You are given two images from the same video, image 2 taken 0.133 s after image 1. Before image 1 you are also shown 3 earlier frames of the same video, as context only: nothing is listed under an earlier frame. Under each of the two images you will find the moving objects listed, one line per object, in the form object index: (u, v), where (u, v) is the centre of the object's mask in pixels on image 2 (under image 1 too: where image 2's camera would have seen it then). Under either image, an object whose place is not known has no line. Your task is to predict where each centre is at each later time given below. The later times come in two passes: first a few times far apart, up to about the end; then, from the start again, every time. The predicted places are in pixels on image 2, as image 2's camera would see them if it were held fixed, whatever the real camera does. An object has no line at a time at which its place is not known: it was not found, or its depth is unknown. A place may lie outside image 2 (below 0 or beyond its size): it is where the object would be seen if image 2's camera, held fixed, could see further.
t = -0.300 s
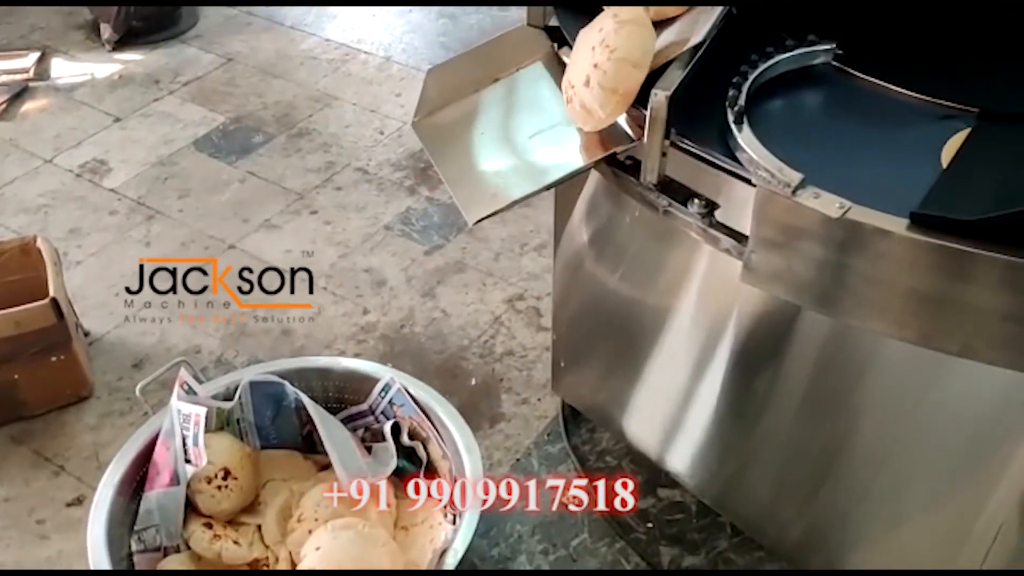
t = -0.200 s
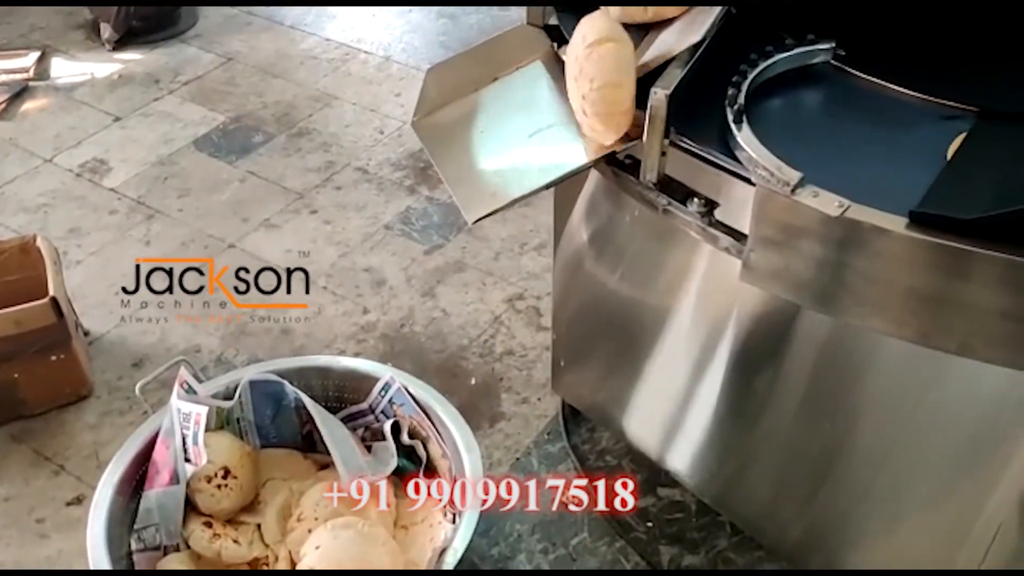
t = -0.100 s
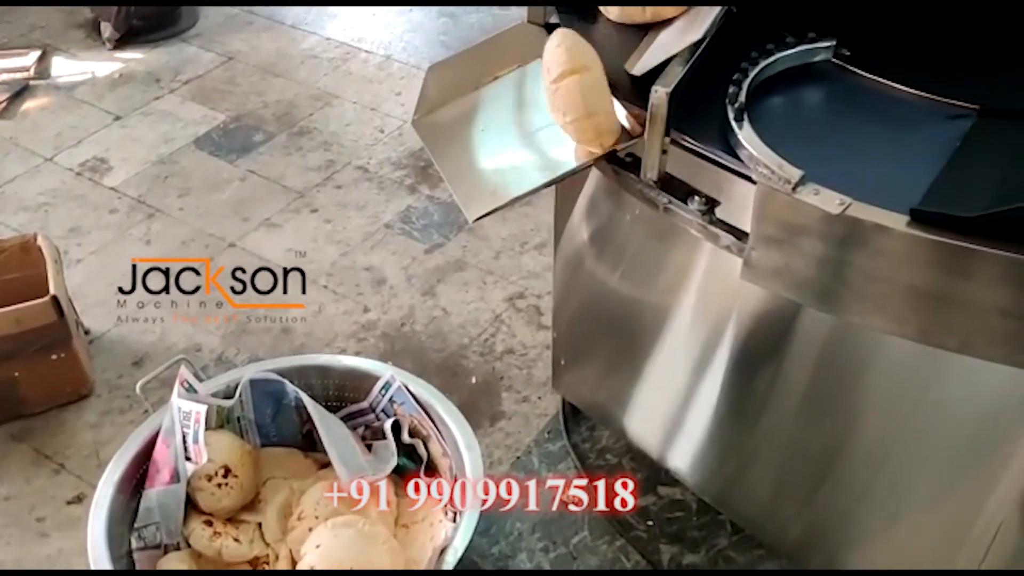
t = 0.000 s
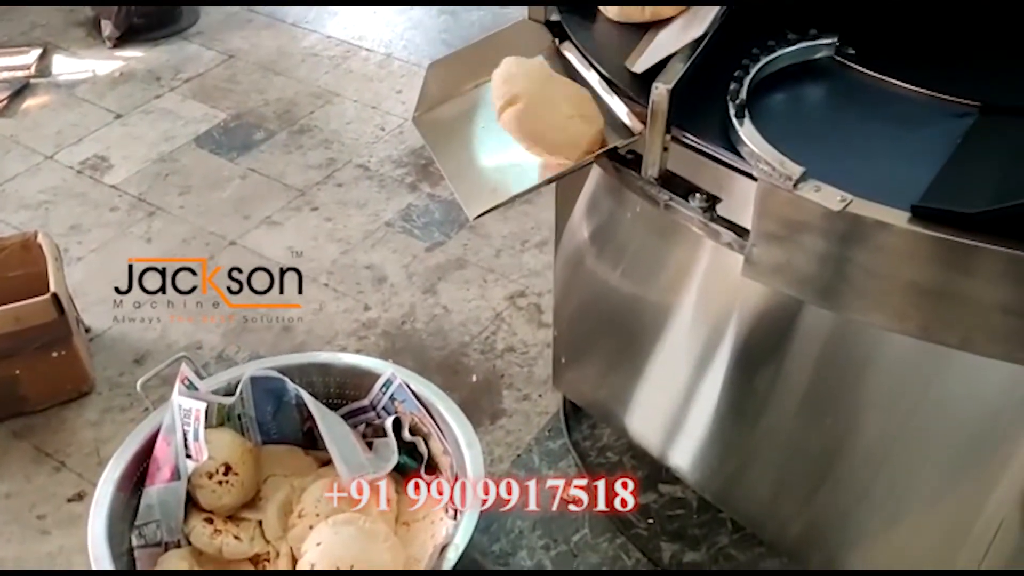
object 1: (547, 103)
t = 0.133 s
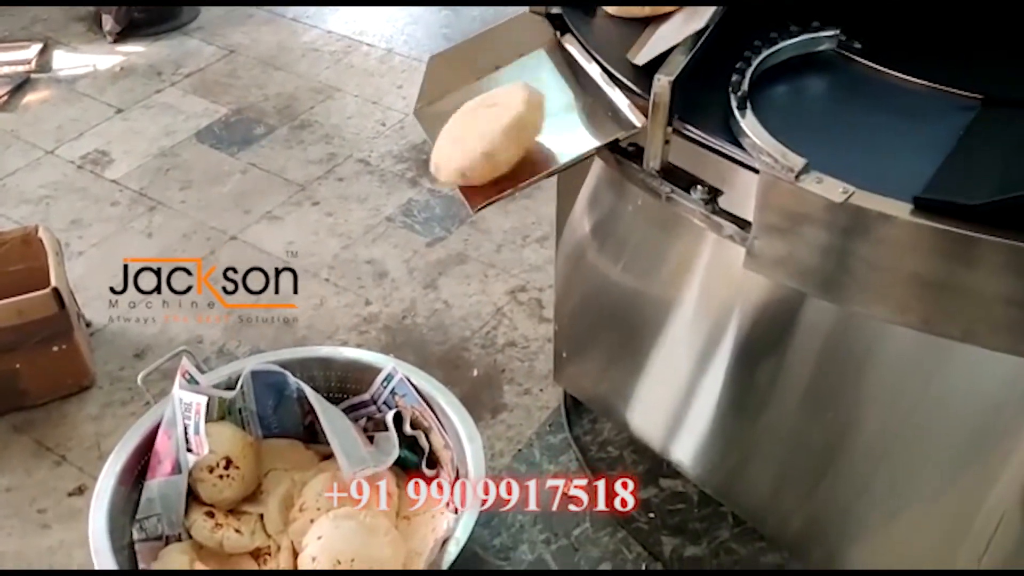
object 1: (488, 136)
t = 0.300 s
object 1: (404, 182)
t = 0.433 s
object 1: (346, 308)
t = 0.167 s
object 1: (471, 140)
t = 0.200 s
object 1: (455, 145)
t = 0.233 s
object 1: (438, 153)
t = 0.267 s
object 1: (421, 166)
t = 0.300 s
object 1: (404, 182)
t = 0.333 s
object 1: (388, 203)
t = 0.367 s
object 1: (372, 233)
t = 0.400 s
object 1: (358, 268)
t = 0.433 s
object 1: (346, 308)
